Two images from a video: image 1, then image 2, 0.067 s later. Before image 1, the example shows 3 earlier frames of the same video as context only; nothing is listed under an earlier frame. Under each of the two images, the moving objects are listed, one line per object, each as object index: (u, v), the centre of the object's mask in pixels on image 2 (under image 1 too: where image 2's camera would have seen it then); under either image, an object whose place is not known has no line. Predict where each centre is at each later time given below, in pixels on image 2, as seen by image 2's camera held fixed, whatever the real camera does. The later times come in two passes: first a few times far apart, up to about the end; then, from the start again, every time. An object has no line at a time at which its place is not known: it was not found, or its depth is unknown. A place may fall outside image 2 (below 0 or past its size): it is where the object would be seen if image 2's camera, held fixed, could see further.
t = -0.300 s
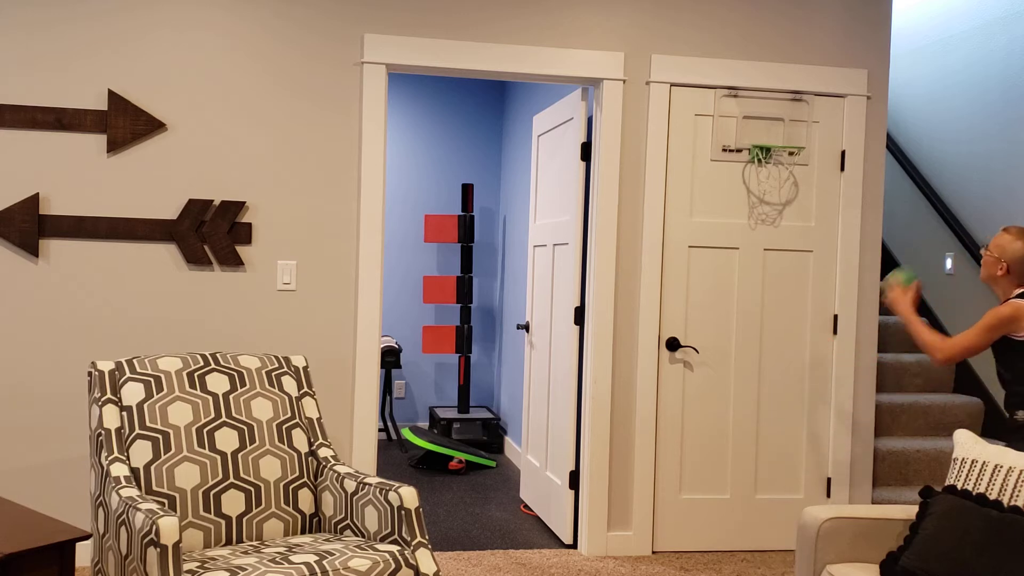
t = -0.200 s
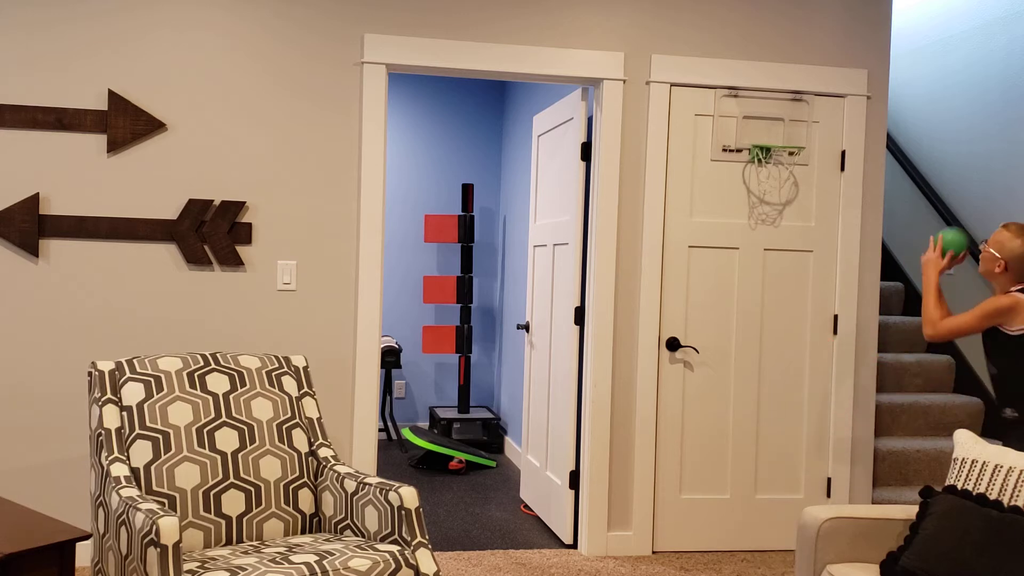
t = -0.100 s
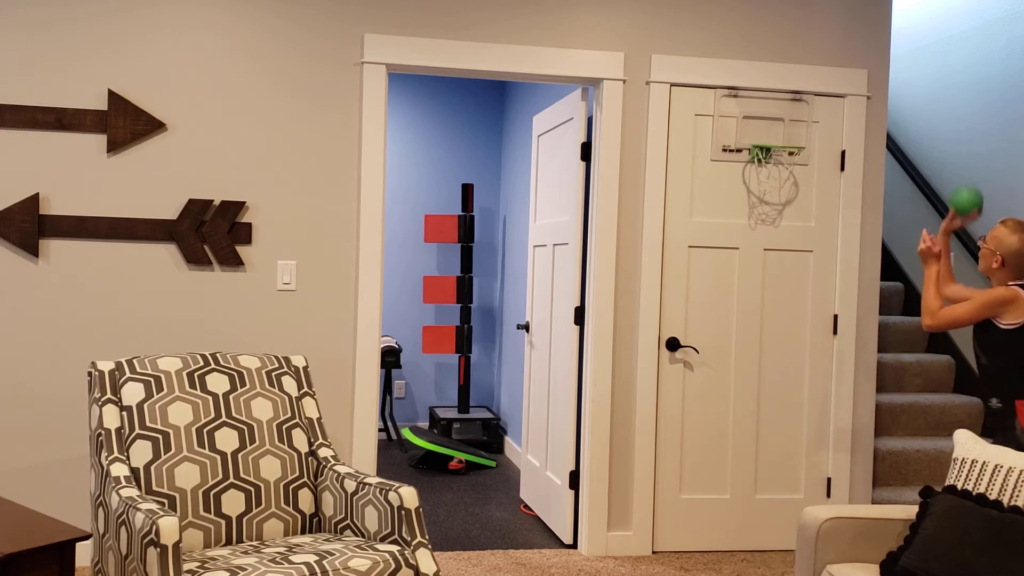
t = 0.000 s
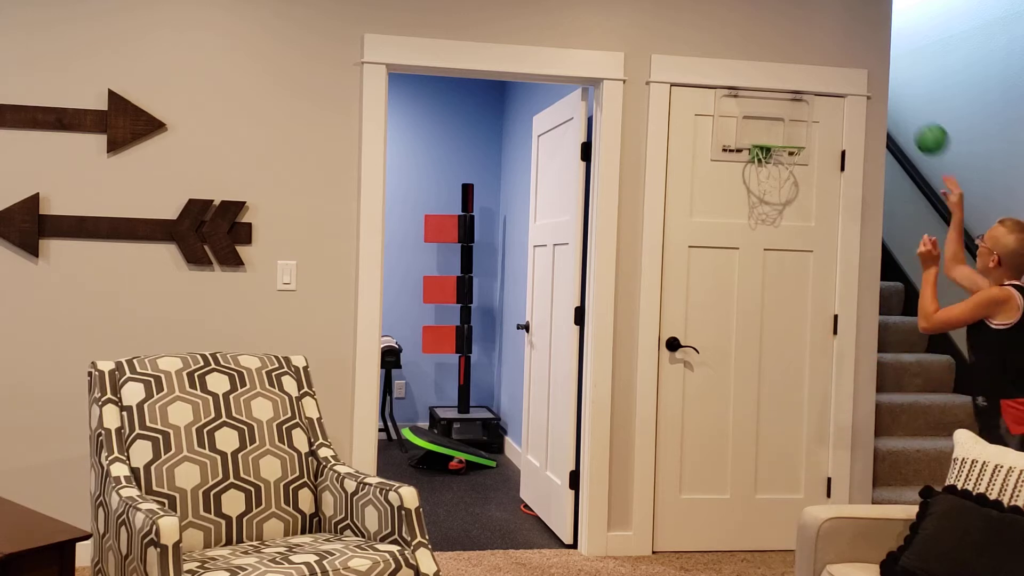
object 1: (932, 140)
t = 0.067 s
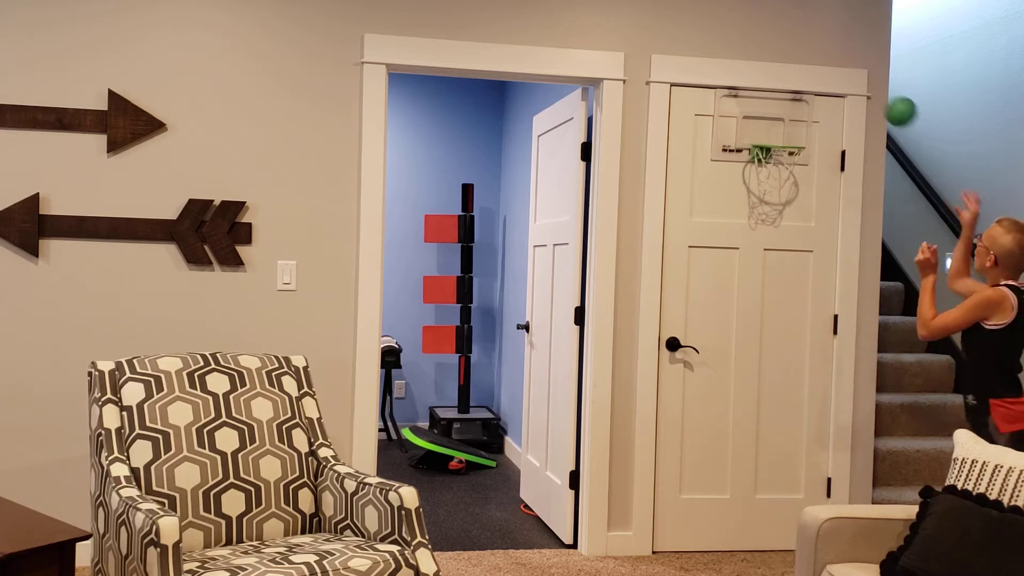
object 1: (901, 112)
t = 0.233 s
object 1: (830, 94)
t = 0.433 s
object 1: (768, 121)
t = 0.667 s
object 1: (758, 121)
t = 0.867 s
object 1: (752, 127)
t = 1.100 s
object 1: (734, 153)
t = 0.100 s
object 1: (886, 102)
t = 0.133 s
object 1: (872, 96)
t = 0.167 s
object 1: (857, 93)
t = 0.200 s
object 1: (843, 92)
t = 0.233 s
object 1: (830, 94)
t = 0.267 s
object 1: (816, 99)
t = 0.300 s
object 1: (804, 106)
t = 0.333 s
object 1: (795, 115)
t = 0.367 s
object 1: (778, 127)
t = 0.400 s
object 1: (770, 132)
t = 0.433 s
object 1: (768, 121)
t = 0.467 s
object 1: (767, 114)
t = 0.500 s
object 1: (765, 109)
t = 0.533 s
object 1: (764, 107)
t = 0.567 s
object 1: (762, 107)
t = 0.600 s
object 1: (761, 109)
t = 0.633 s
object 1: (759, 114)
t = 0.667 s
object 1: (758, 121)
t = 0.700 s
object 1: (756, 131)
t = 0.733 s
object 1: (755, 130)
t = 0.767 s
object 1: (754, 125)
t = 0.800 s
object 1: (753, 123)
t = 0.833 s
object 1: (753, 124)
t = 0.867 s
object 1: (752, 127)
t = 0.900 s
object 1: (751, 132)
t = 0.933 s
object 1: (748, 131)
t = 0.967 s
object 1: (746, 131)
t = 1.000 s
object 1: (743, 132)
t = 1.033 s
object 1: (740, 136)
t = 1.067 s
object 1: (737, 144)
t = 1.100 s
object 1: (734, 153)
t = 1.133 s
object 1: (730, 165)
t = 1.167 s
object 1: (727, 180)
